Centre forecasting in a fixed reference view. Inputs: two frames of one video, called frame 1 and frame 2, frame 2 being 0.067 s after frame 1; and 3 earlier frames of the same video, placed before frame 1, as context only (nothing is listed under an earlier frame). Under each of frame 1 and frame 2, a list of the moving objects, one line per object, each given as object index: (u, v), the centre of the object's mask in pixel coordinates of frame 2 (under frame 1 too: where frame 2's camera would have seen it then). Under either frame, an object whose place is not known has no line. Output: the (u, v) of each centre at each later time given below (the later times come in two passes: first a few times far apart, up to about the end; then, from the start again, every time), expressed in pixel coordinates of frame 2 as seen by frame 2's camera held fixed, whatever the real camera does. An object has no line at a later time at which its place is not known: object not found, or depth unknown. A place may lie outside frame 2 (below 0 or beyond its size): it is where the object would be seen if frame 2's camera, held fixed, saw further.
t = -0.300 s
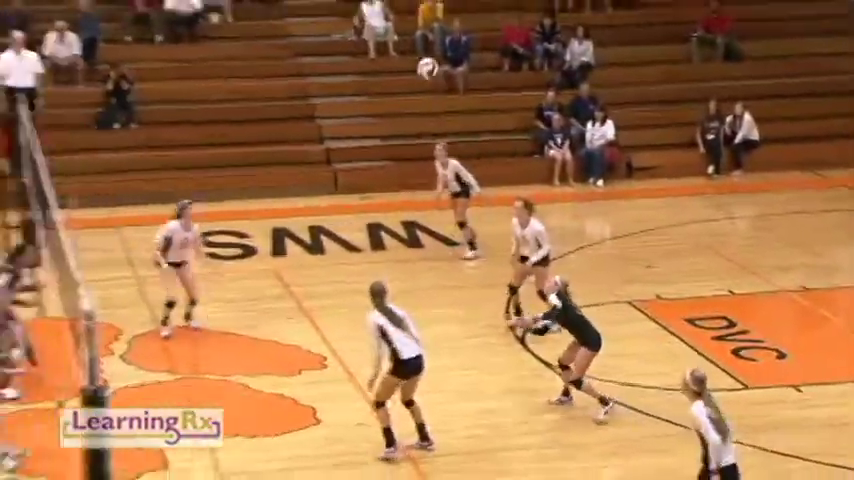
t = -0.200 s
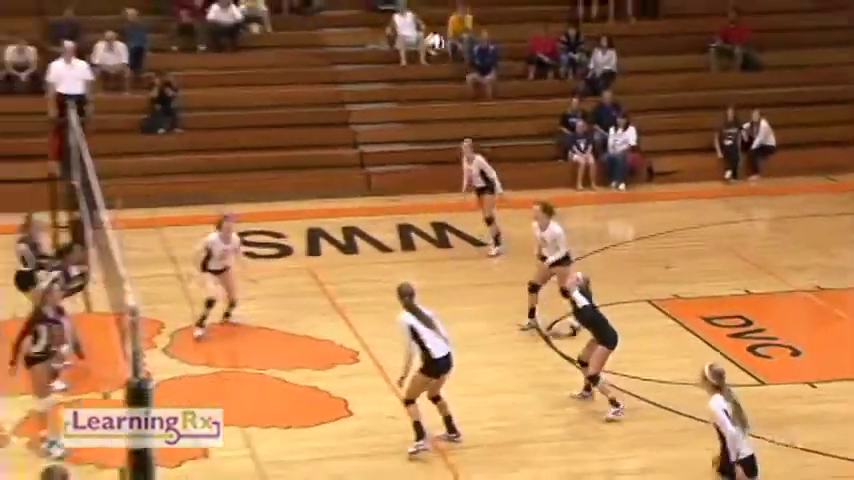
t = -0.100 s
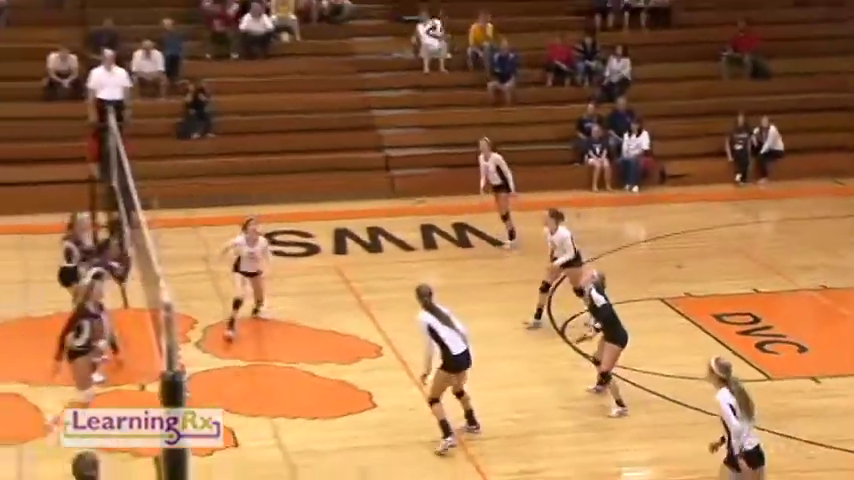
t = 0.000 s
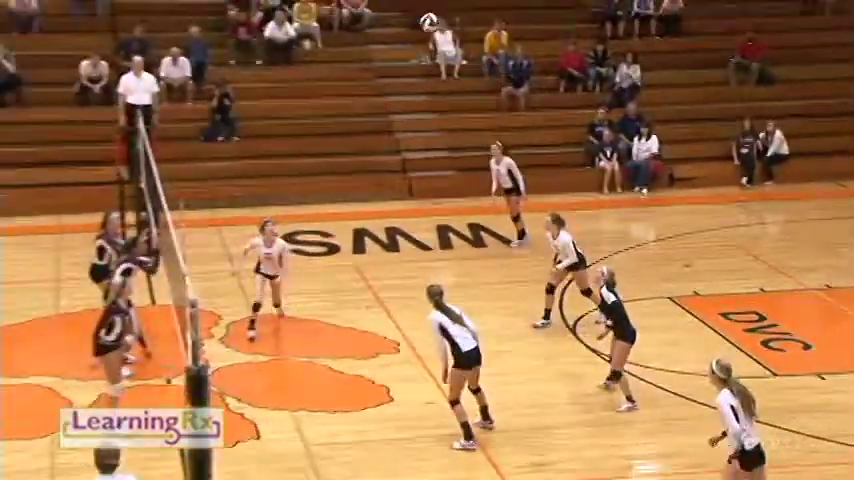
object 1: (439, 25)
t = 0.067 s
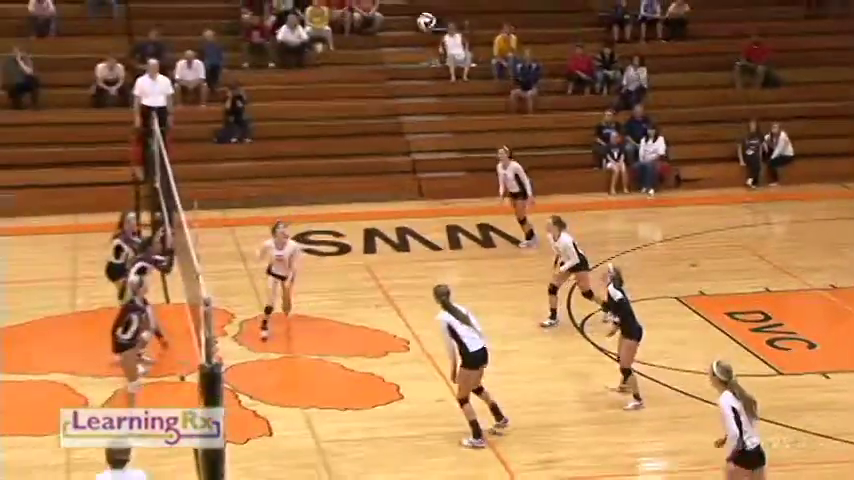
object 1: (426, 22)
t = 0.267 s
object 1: (385, 32)
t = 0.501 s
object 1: (339, 84)
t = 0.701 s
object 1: (304, 163)
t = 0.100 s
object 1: (419, 21)
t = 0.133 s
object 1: (413, 21)
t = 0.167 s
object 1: (405, 22)
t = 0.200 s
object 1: (399, 24)
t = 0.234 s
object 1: (391, 27)
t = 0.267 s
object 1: (385, 32)
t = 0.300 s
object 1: (378, 36)
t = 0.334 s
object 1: (372, 43)
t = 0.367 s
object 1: (365, 48)
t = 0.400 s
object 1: (359, 56)
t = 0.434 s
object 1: (353, 65)
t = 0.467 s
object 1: (347, 74)
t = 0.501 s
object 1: (339, 84)
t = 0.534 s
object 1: (334, 95)
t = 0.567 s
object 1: (328, 109)
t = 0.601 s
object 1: (321, 122)
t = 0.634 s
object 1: (316, 134)
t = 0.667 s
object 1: (310, 149)
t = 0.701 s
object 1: (304, 163)
